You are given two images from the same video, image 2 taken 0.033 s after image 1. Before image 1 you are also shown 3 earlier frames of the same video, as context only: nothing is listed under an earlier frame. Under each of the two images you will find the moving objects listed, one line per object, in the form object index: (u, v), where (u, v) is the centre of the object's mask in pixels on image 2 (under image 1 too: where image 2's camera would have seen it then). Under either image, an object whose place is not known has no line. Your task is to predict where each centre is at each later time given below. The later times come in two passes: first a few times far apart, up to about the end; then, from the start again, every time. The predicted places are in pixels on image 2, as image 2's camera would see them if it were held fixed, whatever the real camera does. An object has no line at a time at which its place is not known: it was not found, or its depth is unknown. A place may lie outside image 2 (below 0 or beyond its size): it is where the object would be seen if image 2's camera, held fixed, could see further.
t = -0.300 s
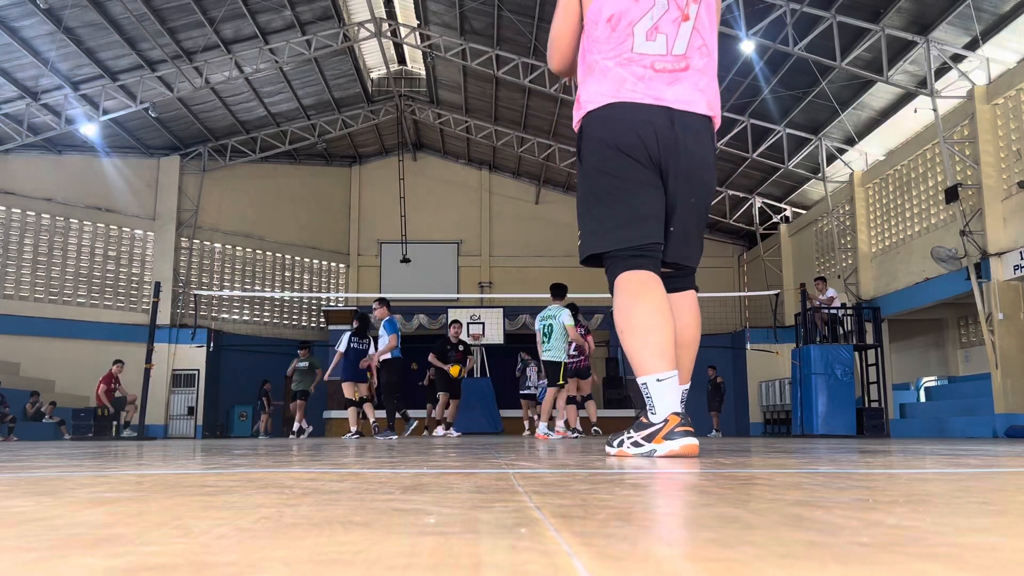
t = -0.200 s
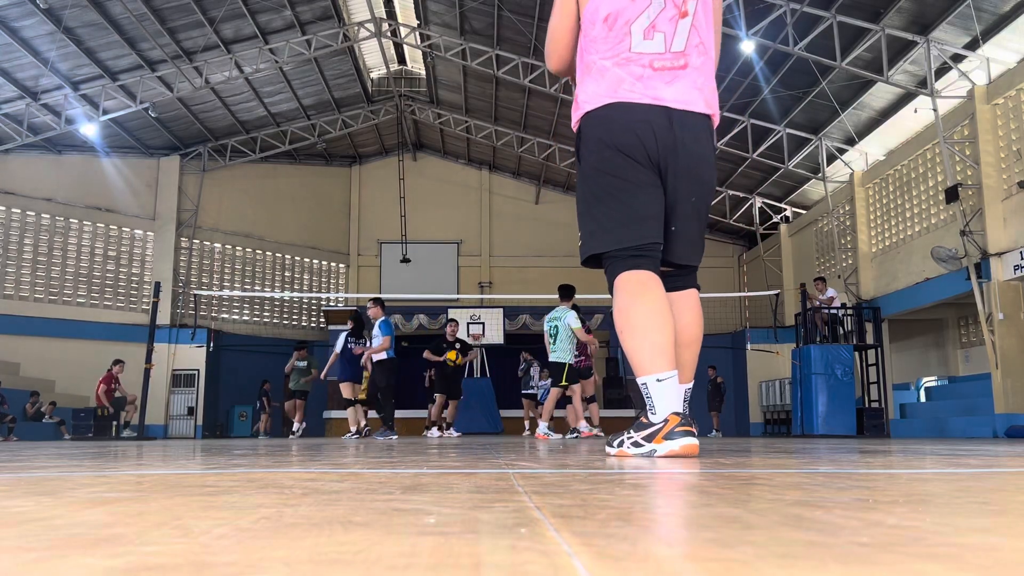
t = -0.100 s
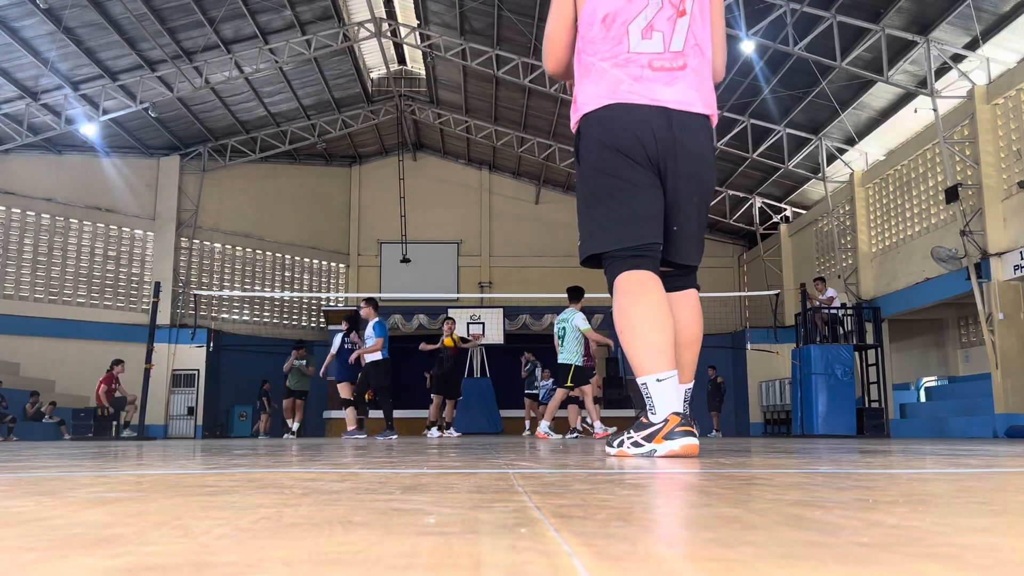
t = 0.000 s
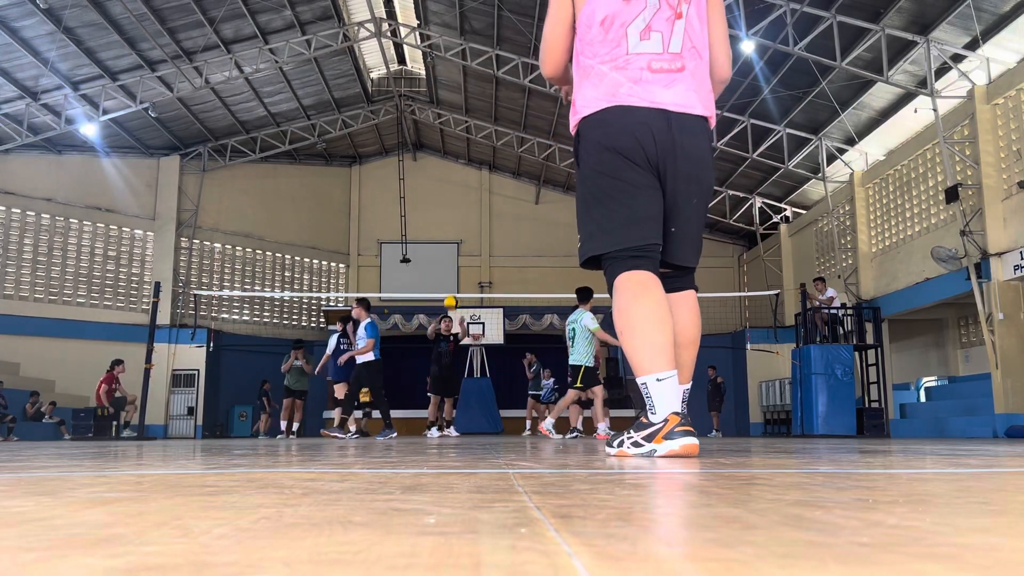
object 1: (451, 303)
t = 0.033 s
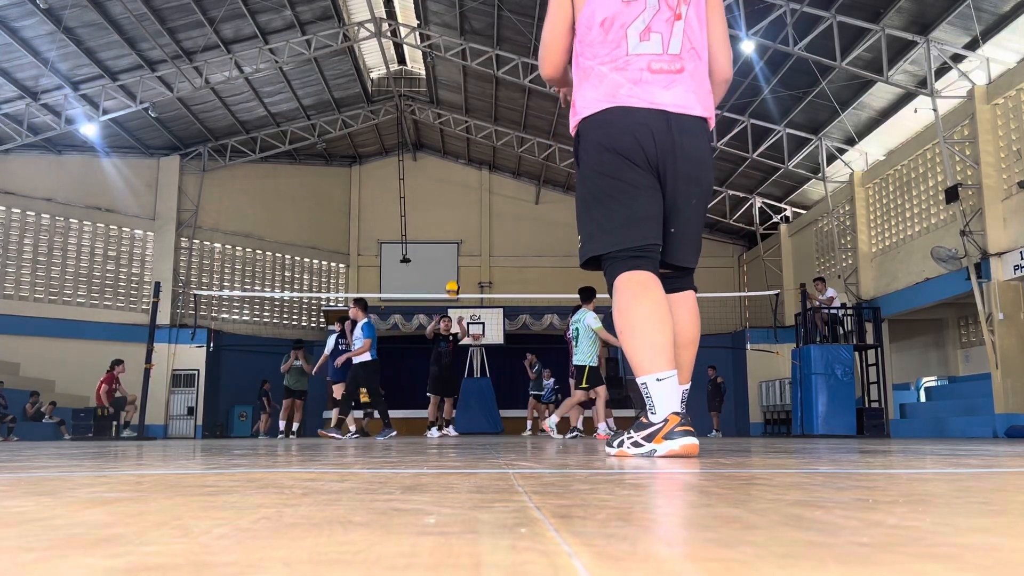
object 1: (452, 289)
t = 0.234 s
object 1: (465, 214)
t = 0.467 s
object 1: (482, 147)
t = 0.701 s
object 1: (504, 118)
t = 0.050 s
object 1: (453, 282)
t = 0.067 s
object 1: (454, 275)
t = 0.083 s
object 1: (455, 269)
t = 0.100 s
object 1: (456, 263)
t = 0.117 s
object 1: (458, 256)
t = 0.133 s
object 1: (459, 250)
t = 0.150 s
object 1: (460, 244)
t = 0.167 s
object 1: (461, 237)
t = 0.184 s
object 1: (462, 232)
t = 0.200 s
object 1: (462, 226)
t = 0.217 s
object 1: (464, 220)
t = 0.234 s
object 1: (465, 214)
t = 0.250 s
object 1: (466, 208)
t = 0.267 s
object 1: (467, 203)
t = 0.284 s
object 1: (468, 197)
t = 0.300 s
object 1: (470, 192)
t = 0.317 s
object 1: (471, 187)
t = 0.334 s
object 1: (472, 181)
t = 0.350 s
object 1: (473, 177)
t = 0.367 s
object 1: (475, 172)
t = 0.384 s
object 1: (476, 168)
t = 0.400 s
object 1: (477, 163)
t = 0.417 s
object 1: (479, 159)
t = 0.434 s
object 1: (479, 156)
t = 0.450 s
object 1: (481, 151)
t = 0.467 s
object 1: (482, 147)
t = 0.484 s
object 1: (483, 143)
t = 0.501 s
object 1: (485, 140)
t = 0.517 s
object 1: (487, 137)
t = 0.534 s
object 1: (488, 134)
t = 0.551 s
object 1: (489, 132)
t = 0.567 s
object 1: (491, 129)
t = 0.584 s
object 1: (492, 127)
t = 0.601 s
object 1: (494, 125)
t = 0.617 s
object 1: (496, 123)
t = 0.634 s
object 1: (498, 121)
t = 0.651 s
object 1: (499, 120)
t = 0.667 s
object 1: (501, 119)
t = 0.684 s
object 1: (502, 119)
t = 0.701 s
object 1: (504, 118)
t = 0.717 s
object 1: (506, 118)
